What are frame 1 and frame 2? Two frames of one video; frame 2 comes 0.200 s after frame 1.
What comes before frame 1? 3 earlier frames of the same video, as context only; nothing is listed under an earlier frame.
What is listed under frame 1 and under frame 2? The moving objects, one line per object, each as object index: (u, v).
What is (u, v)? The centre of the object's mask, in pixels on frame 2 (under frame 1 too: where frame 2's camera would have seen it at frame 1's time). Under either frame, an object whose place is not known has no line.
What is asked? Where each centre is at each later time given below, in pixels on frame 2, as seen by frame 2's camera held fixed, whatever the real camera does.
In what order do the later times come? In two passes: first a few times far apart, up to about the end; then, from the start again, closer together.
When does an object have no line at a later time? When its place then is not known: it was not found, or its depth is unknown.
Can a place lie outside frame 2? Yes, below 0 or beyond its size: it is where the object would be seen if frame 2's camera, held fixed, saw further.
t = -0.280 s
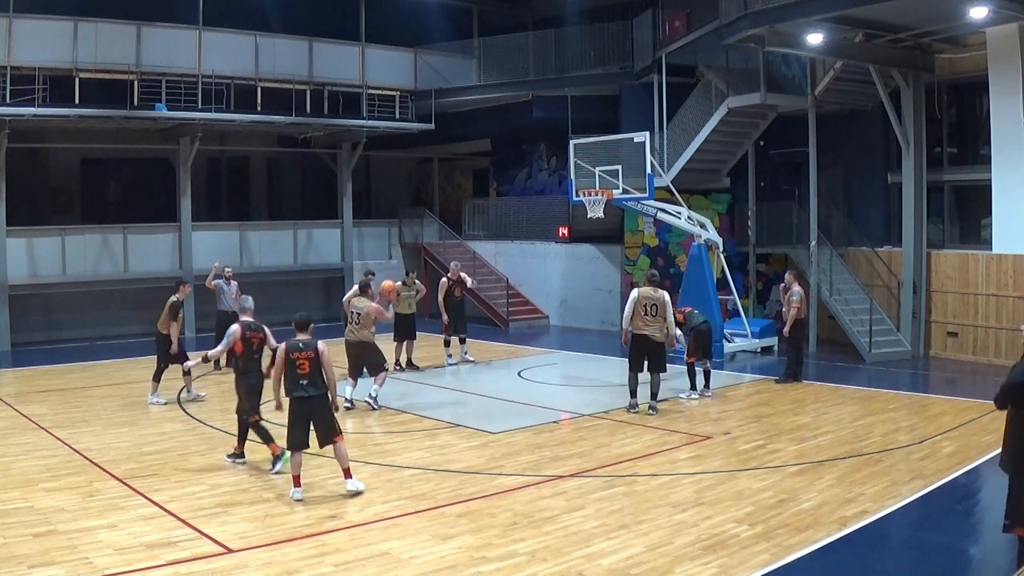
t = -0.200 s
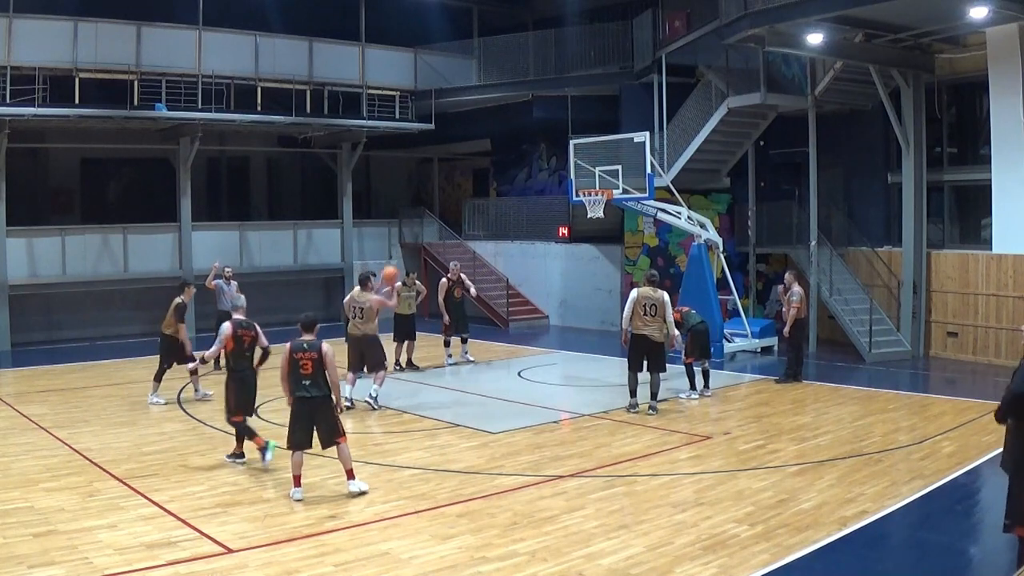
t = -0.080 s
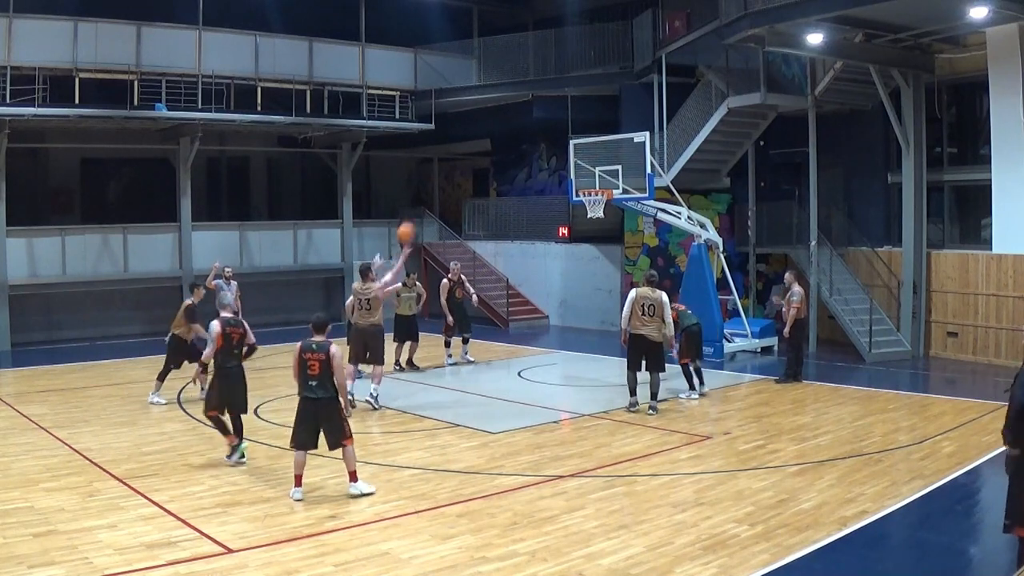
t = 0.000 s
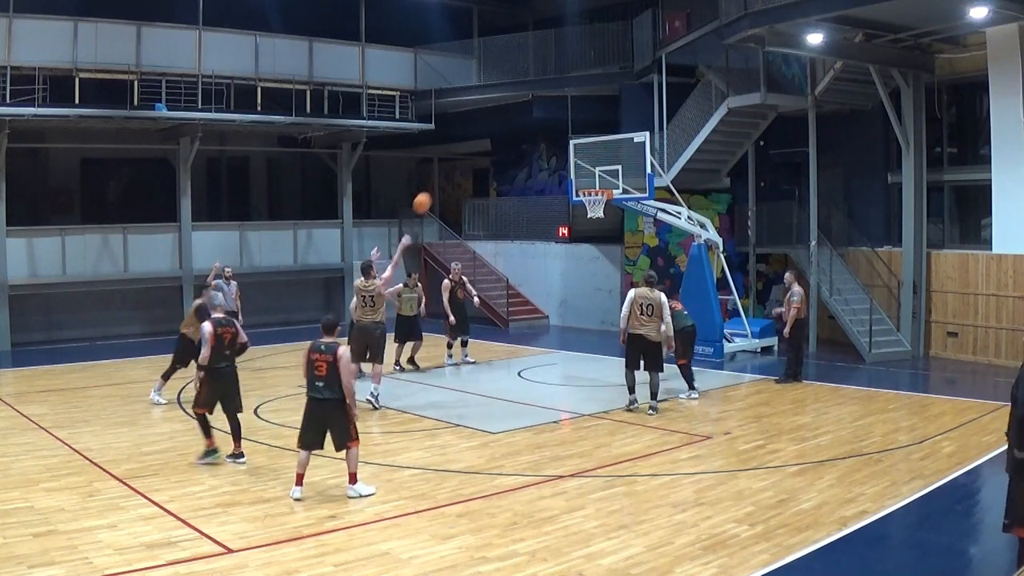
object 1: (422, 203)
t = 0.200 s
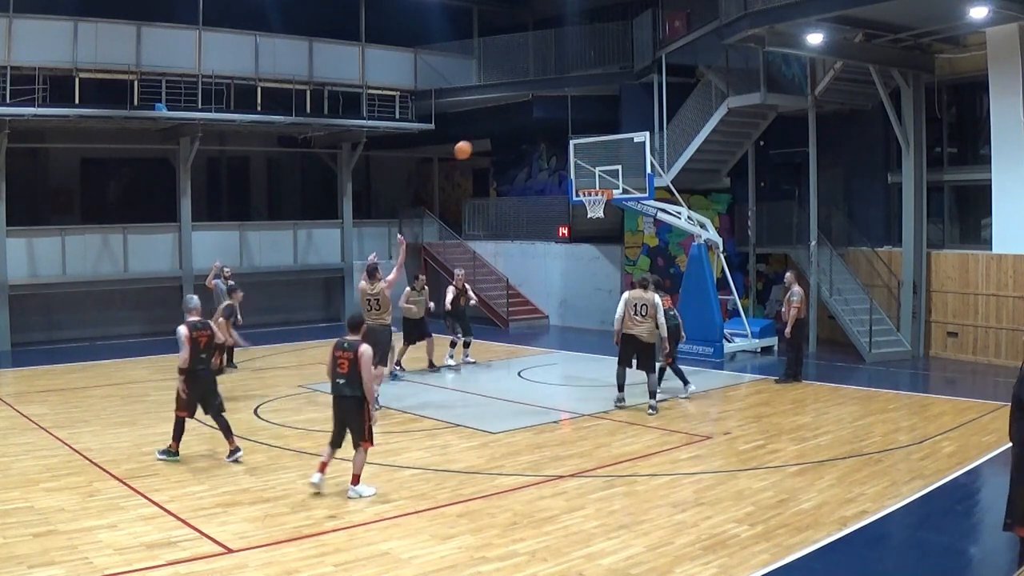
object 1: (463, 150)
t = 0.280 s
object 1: (478, 137)
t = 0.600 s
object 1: (535, 128)
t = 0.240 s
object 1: (470, 143)
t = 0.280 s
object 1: (478, 137)
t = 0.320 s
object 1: (486, 132)
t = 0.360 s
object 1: (493, 129)
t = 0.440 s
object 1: (507, 124)
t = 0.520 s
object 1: (522, 124)
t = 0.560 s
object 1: (528, 126)
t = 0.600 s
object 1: (535, 128)
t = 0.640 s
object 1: (542, 132)
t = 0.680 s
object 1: (549, 136)
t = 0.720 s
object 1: (555, 141)
